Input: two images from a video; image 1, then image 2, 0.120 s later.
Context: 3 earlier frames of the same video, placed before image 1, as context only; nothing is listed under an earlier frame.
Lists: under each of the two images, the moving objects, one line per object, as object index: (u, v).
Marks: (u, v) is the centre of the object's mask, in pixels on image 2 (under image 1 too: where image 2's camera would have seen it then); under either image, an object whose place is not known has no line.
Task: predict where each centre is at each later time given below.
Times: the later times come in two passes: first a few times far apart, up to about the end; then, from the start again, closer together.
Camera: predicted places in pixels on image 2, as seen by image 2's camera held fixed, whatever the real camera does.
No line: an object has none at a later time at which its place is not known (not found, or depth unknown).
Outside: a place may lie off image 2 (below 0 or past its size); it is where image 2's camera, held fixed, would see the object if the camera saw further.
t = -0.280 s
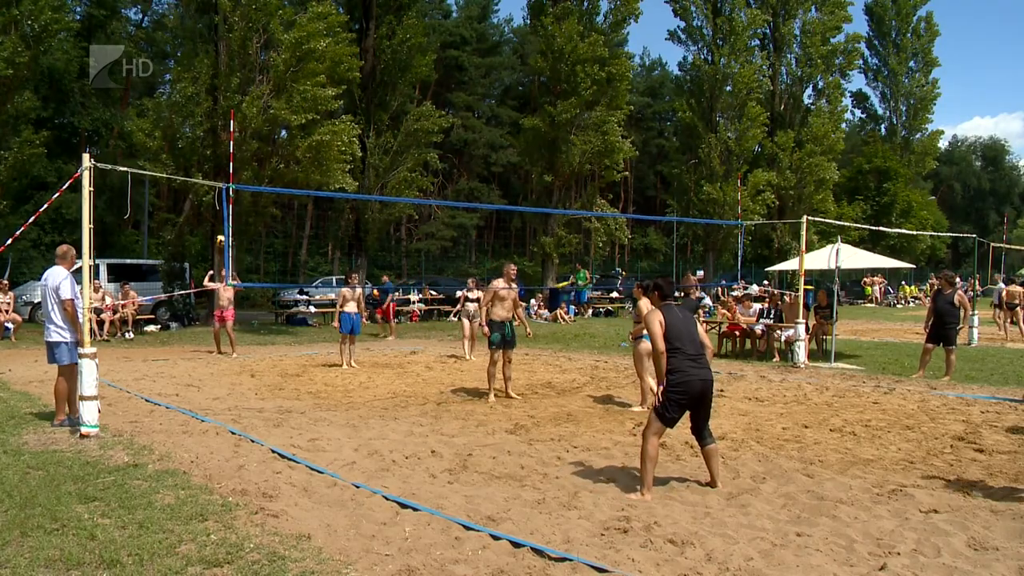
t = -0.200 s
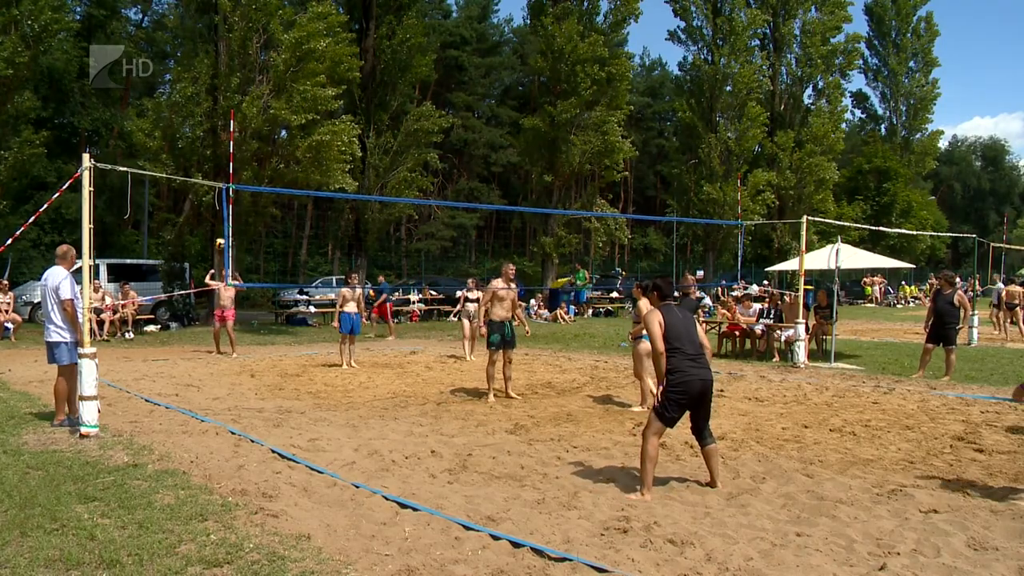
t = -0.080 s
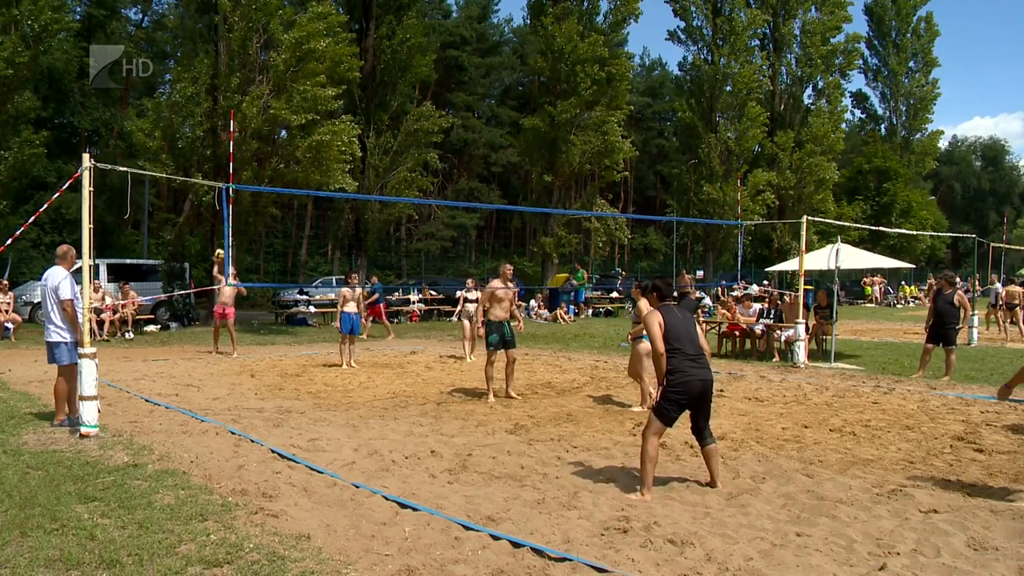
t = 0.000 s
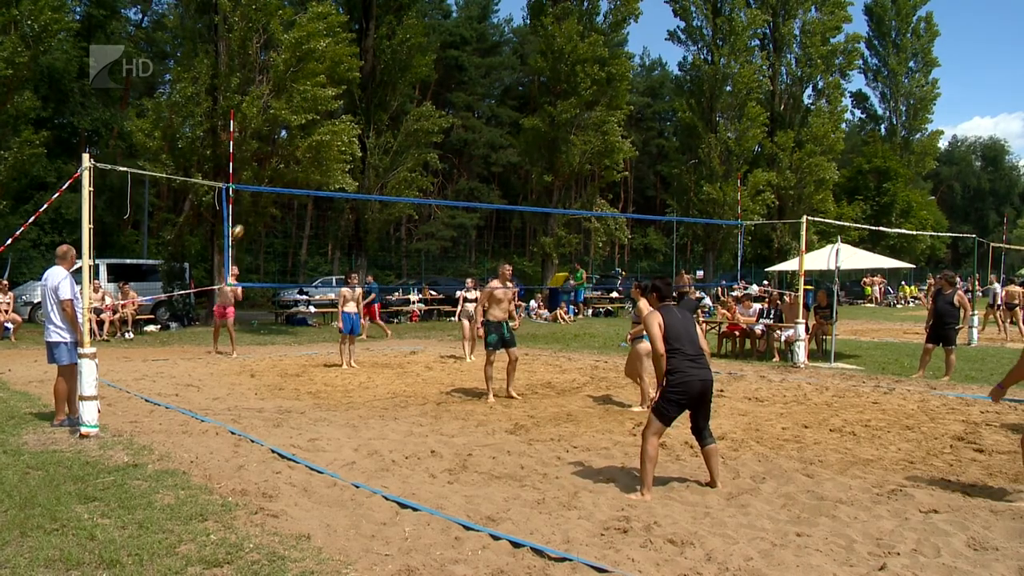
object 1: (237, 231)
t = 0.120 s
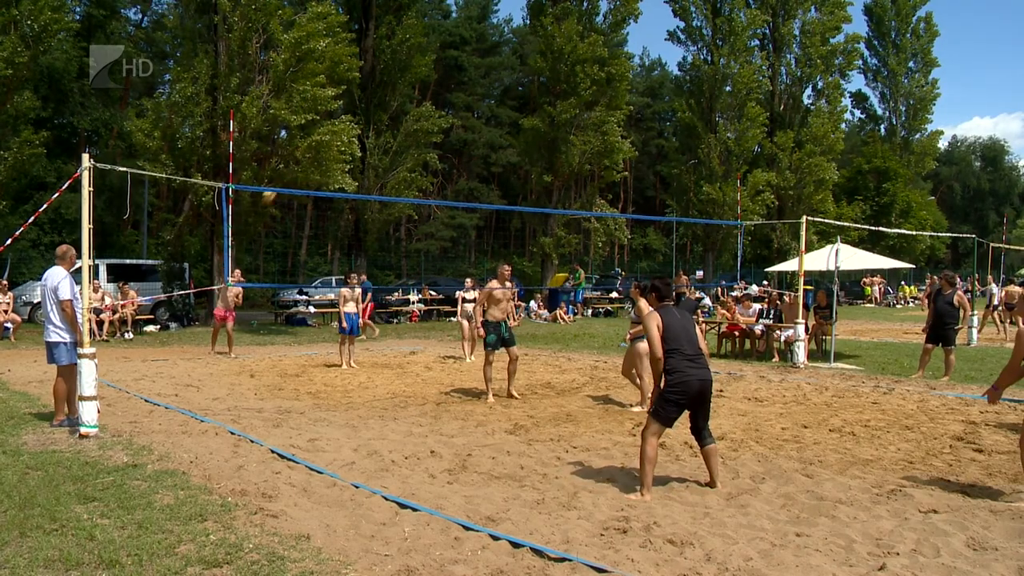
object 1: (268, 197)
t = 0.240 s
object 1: (304, 162)
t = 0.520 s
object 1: (402, 110)
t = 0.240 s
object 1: (304, 162)
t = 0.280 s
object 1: (317, 153)
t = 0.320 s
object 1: (331, 143)
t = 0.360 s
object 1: (344, 134)
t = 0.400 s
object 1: (358, 128)
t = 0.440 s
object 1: (372, 121)
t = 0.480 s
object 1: (387, 116)
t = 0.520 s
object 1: (402, 110)
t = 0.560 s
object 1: (416, 105)
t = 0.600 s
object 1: (431, 103)
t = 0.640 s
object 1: (446, 101)
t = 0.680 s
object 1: (462, 100)
